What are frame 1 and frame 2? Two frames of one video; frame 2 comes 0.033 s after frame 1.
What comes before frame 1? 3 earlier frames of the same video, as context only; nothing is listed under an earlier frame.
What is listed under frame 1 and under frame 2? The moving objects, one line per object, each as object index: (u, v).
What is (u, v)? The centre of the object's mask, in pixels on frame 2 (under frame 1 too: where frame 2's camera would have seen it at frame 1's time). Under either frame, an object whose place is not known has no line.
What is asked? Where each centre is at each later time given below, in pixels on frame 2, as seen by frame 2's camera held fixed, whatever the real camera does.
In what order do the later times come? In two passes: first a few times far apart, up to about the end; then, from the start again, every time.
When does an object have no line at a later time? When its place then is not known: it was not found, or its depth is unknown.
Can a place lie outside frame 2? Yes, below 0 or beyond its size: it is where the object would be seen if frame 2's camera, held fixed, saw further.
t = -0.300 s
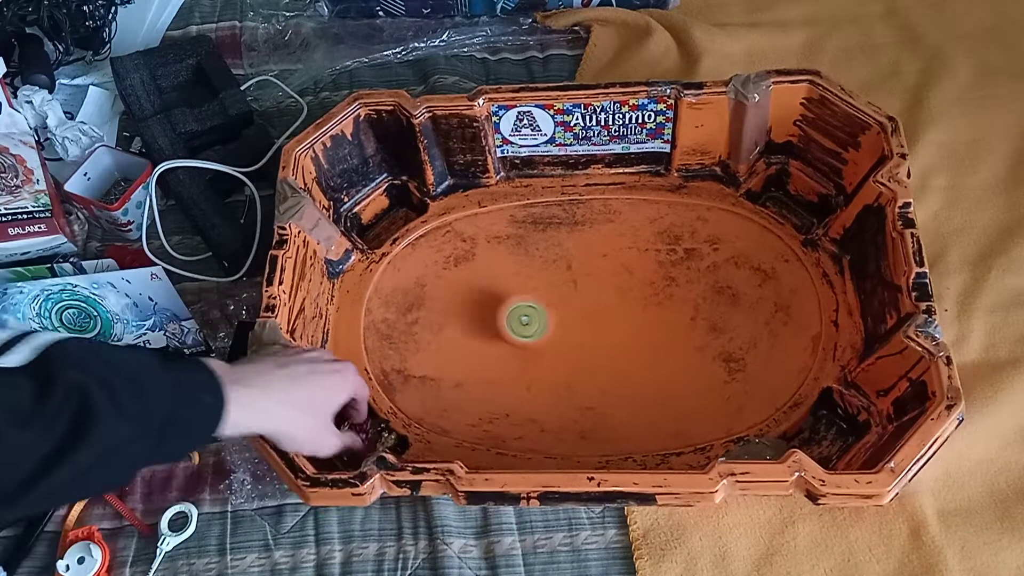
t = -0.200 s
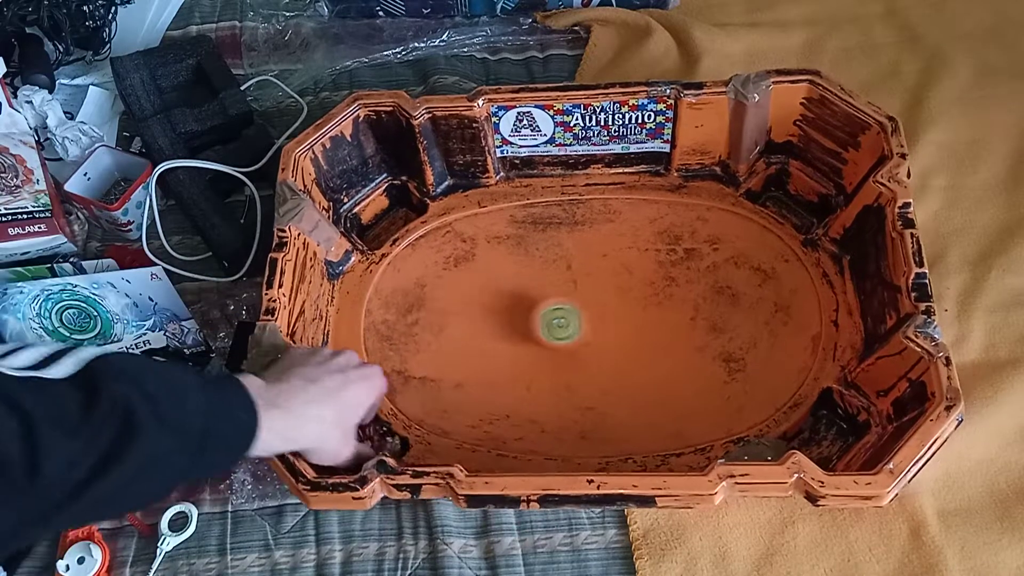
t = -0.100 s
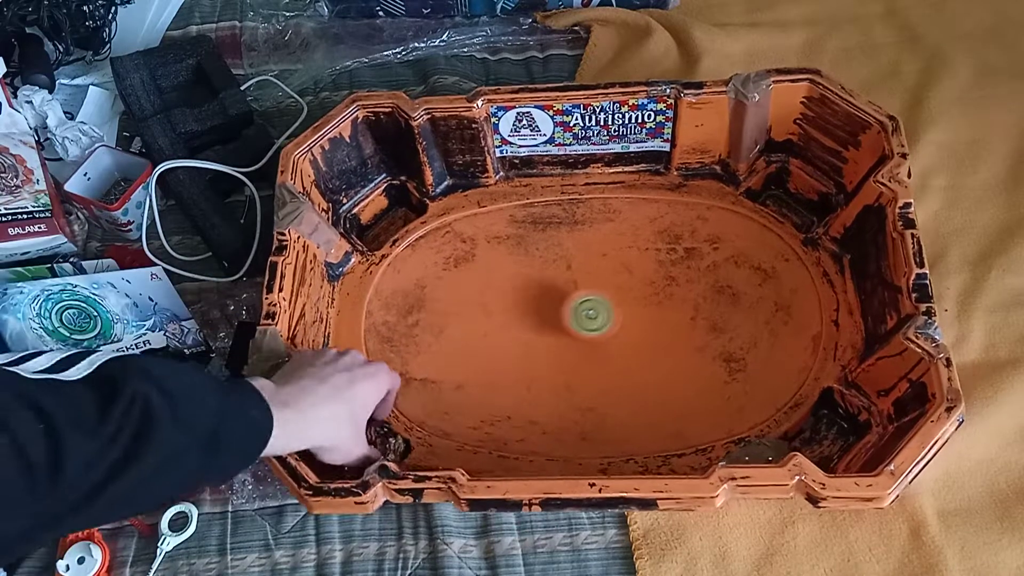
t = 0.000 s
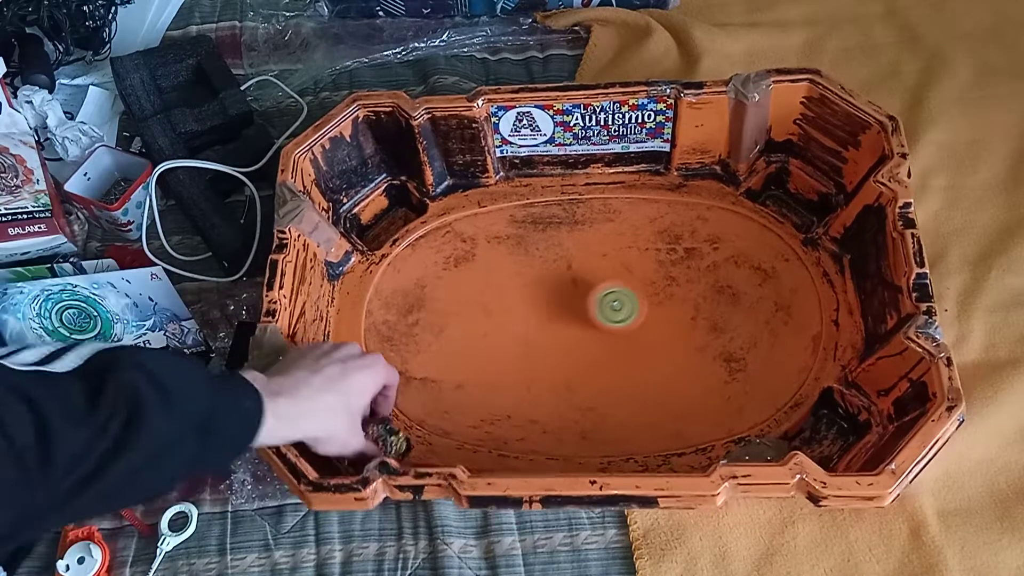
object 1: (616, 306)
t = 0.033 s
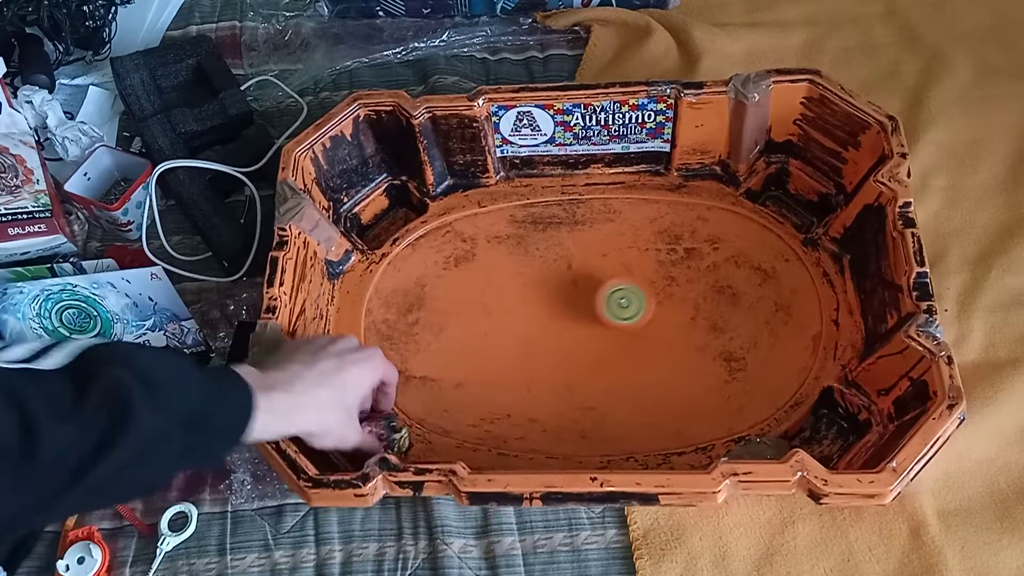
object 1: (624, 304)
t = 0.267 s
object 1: (637, 279)
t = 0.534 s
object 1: (584, 288)
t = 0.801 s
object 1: (528, 325)
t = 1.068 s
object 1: (496, 368)
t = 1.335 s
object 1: (511, 361)
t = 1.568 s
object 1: (521, 324)
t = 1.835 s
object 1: (548, 294)
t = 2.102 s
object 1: (569, 265)
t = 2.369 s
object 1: (565, 275)
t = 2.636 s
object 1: (563, 315)
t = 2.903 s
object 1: (549, 348)
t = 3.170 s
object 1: (541, 348)
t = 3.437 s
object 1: (529, 323)
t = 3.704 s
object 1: (540, 306)
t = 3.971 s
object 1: (566, 286)
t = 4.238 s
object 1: (578, 288)
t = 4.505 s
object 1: (573, 304)
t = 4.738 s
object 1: (549, 311)
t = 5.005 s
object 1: (511, 330)
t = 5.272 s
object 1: (505, 344)
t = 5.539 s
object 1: (521, 346)
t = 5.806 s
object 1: (558, 335)
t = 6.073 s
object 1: (579, 311)
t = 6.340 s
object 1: (585, 290)
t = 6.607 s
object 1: (573, 280)
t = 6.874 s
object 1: (559, 280)
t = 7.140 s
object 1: (536, 287)
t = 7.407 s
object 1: (528, 317)
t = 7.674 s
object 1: (547, 341)
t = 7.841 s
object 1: (559, 342)
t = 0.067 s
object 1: (631, 301)
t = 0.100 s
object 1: (635, 297)
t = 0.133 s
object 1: (638, 292)
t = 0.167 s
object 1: (640, 288)
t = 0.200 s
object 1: (640, 285)
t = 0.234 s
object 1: (639, 281)
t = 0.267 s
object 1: (637, 279)
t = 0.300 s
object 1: (632, 276)
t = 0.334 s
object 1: (626, 275)
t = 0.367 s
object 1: (620, 275)
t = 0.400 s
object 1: (613, 276)
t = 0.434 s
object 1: (606, 278)
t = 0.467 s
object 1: (598, 281)
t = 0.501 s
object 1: (592, 284)
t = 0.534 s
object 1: (584, 288)
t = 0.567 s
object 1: (576, 291)
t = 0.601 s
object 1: (569, 296)
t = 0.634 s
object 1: (563, 300)
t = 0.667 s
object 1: (556, 305)
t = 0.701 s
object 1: (549, 309)
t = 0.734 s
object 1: (541, 314)
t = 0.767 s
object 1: (534, 318)
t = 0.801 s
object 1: (528, 325)
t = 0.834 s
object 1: (521, 332)
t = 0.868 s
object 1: (515, 340)
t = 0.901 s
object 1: (510, 346)
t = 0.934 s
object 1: (506, 351)
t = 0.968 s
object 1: (502, 356)
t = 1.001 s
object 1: (499, 360)
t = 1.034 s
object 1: (497, 364)
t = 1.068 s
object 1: (496, 368)
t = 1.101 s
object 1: (496, 370)
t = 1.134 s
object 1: (496, 371)
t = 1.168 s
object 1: (498, 371)
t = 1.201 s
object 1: (501, 371)
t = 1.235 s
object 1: (503, 370)
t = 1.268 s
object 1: (506, 368)
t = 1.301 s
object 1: (508, 365)
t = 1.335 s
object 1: (511, 361)
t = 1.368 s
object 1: (514, 356)
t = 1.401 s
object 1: (516, 350)
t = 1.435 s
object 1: (517, 344)
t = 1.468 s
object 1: (518, 339)
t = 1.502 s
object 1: (520, 334)
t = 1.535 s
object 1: (521, 329)
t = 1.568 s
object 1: (521, 324)
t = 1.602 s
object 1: (523, 320)
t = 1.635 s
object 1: (526, 316)
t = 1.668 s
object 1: (529, 313)
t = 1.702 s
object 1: (533, 310)
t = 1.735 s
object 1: (537, 307)
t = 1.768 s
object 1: (541, 303)
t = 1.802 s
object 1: (545, 299)
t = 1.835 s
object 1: (548, 294)
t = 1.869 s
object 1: (551, 289)
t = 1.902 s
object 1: (554, 285)
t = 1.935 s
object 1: (558, 281)
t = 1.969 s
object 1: (560, 276)
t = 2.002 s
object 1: (564, 273)
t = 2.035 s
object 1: (566, 270)
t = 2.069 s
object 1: (567, 268)
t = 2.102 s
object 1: (569, 265)
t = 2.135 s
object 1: (569, 265)
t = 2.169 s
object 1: (569, 265)
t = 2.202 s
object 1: (568, 265)
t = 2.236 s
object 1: (568, 266)
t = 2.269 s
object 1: (567, 268)
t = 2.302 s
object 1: (567, 269)
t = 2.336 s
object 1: (566, 272)
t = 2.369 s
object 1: (565, 275)
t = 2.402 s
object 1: (564, 279)
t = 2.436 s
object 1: (564, 284)
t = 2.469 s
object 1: (563, 288)
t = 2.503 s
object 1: (563, 295)
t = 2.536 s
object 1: (563, 300)
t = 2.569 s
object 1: (564, 305)
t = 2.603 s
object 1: (564, 310)
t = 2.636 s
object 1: (563, 315)
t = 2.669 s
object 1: (563, 319)
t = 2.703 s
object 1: (561, 323)
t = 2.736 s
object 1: (559, 328)
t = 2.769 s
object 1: (556, 332)
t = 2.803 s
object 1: (553, 336)
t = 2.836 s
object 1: (552, 339)
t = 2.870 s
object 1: (550, 344)
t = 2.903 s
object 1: (549, 348)
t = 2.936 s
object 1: (548, 350)
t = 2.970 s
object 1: (547, 352)
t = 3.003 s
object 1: (546, 354)
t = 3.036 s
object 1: (545, 353)
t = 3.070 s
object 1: (545, 353)
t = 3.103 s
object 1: (544, 353)
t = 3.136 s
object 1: (543, 350)
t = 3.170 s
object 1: (541, 348)
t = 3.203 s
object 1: (539, 345)
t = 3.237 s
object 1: (539, 343)
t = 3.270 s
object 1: (537, 340)
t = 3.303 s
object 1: (535, 336)
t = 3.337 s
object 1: (534, 333)
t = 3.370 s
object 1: (532, 330)
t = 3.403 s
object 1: (531, 327)
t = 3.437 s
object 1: (529, 323)
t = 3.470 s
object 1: (528, 320)
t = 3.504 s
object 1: (528, 318)
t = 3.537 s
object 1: (529, 316)
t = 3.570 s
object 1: (530, 313)
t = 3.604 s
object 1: (531, 311)
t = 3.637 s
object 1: (533, 310)
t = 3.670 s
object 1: (537, 308)
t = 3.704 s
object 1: (540, 306)
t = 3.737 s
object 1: (542, 303)
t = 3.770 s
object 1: (546, 301)
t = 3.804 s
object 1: (550, 298)
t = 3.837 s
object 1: (553, 295)
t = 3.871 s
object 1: (556, 292)
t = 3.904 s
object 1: (559, 291)
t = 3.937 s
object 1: (564, 288)
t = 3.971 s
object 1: (566, 286)
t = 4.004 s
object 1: (569, 285)
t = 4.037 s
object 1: (571, 285)
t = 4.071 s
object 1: (574, 284)
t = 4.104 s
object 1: (574, 284)
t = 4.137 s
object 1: (576, 285)
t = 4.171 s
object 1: (578, 285)
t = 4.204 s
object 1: (579, 286)
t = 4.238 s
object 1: (578, 288)
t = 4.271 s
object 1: (579, 290)
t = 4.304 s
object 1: (579, 291)
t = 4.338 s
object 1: (577, 294)
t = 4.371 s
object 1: (577, 295)
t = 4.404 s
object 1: (578, 298)
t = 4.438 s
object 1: (577, 300)
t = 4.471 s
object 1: (574, 302)
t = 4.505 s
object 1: (573, 304)
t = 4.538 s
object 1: (571, 305)
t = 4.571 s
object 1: (568, 306)
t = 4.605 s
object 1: (566, 307)
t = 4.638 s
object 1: (563, 307)
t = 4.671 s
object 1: (558, 308)
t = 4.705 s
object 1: (553, 310)
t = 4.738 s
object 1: (549, 311)
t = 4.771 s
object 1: (542, 312)
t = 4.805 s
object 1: (537, 313)
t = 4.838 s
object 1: (533, 315)
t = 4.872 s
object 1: (527, 318)
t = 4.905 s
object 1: (522, 321)
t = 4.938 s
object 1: (519, 324)
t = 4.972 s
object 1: (514, 327)
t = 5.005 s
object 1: (511, 330)
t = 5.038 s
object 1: (508, 333)
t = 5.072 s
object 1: (506, 334)
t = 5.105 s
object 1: (505, 337)
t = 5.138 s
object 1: (504, 338)
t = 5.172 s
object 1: (503, 340)
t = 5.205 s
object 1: (504, 342)
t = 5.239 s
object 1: (504, 342)
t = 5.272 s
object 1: (505, 344)
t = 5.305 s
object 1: (507, 344)
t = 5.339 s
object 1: (507, 344)
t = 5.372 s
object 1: (509, 346)
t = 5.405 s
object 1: (512, 345)
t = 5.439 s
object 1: (512, 345)
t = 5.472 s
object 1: (516, 347)
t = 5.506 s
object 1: (519, 346)
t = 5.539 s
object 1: (521, 346)
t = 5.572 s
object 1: (525, 346)
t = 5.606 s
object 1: (529, 345)
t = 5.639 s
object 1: (533, 345)
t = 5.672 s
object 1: (539, 344)
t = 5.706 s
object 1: (543, 343)
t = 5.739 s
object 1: (549, 342)
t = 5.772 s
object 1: (554, 339)
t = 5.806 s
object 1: (558, 335)
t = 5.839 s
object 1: (564, 333)
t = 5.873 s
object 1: (565, 329)
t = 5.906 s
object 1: (568, 327)
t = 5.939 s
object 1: (571, 323)
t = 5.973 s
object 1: (573, 320)
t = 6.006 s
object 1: (576, 317)
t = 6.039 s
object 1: (577, 314)
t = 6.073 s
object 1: (579, 311)
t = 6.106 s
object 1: (582, 307)
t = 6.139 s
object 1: (581, 303)
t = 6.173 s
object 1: (585, 301)
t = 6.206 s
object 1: (584, 299)
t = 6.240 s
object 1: (584, 297)
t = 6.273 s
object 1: (585, 294)
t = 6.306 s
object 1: (585, 292)
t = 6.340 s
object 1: (585, 290)
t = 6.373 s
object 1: (583, 288)
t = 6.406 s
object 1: (583, 286)
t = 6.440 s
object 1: (581, 284)
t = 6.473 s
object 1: (579, 284)
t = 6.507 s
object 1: (579, 282)
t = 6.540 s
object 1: (576, 282)
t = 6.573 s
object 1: (576, 282)
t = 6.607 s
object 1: (573, 280)
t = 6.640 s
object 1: (573, 281)
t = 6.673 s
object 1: (570, 280)
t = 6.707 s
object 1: (569, 281)
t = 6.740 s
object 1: (568, 280)
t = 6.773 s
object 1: (565, 280)
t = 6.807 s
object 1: (565, 280)
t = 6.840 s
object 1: (561, 279)
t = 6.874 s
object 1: (559, 280)
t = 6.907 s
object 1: (556, 280)
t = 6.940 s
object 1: (553, 281)
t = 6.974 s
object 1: (551, 281)
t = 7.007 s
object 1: (546, 282)
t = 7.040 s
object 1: (545, 282)
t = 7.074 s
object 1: (541, 284)
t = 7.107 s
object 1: (539, 285)
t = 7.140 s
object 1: (536, 287)
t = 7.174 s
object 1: (533, 290)
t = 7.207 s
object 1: (531, 293)
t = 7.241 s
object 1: (528, 296)
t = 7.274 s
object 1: (528, 300)
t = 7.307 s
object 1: (526, 305)
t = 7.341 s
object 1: (527, 308)
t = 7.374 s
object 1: (526, 312)
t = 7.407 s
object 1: (528, 317)
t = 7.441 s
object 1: (529, 321)
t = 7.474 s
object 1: (531, 325)
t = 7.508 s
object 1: (533, 329)
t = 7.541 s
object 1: (535, 333)
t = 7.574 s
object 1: (538, 335)
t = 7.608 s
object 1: (541, 337)
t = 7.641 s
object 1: (545, 338)
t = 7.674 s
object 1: (547, 341)
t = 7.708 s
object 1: (551, 341)
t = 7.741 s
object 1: (552, 342)
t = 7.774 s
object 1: (556, 342)
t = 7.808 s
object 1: (556, 342)
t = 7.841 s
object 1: (559, 342)
